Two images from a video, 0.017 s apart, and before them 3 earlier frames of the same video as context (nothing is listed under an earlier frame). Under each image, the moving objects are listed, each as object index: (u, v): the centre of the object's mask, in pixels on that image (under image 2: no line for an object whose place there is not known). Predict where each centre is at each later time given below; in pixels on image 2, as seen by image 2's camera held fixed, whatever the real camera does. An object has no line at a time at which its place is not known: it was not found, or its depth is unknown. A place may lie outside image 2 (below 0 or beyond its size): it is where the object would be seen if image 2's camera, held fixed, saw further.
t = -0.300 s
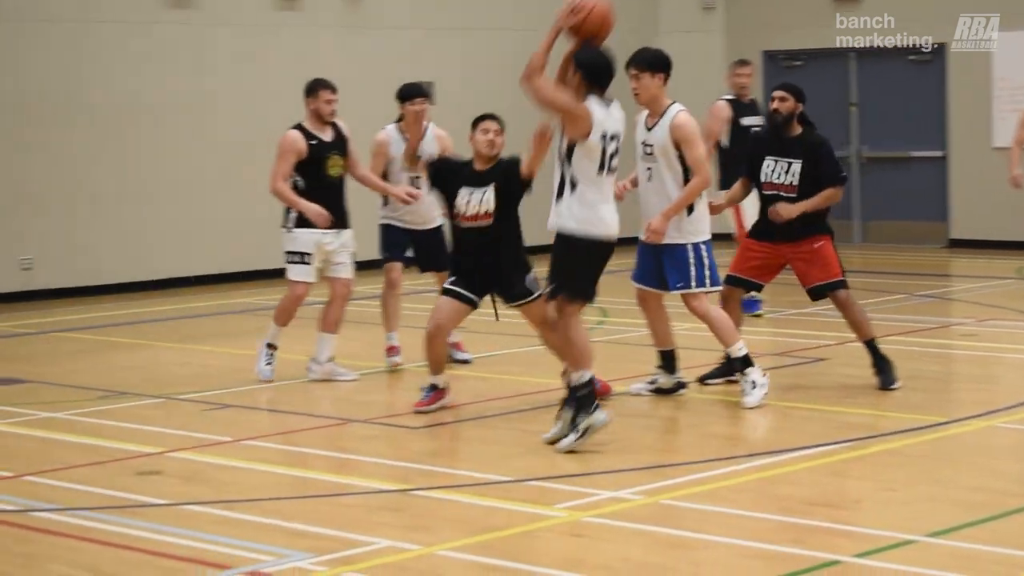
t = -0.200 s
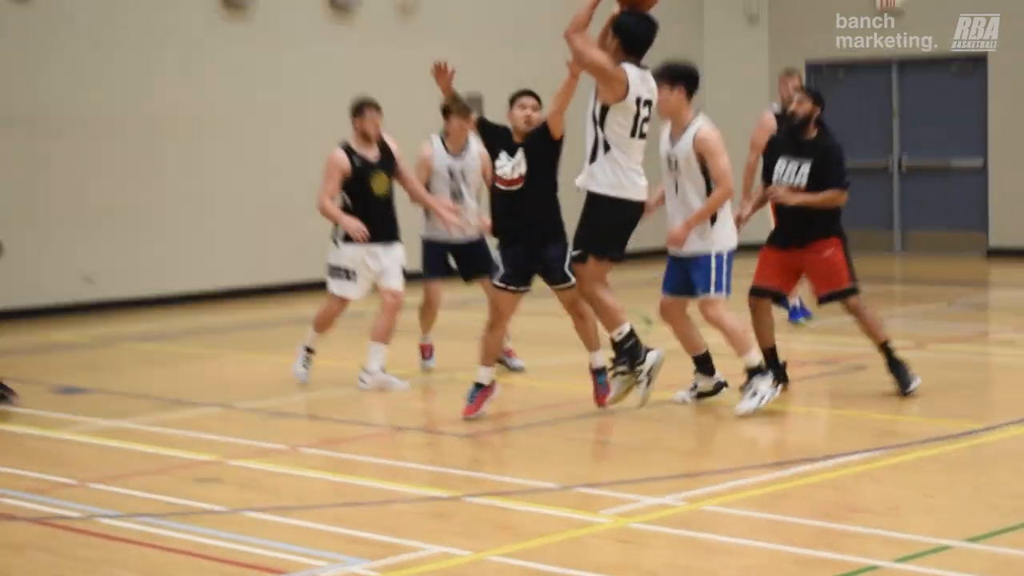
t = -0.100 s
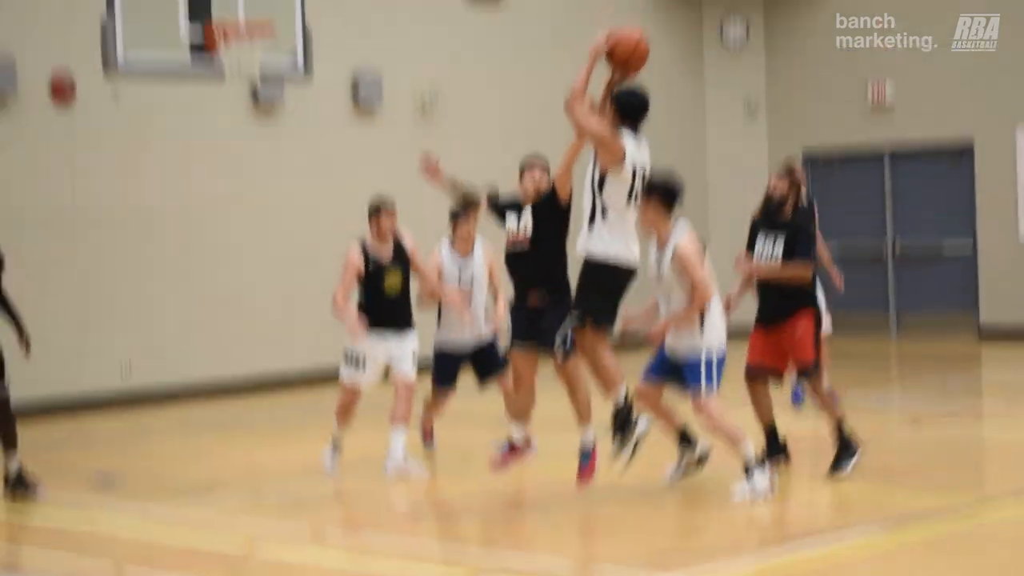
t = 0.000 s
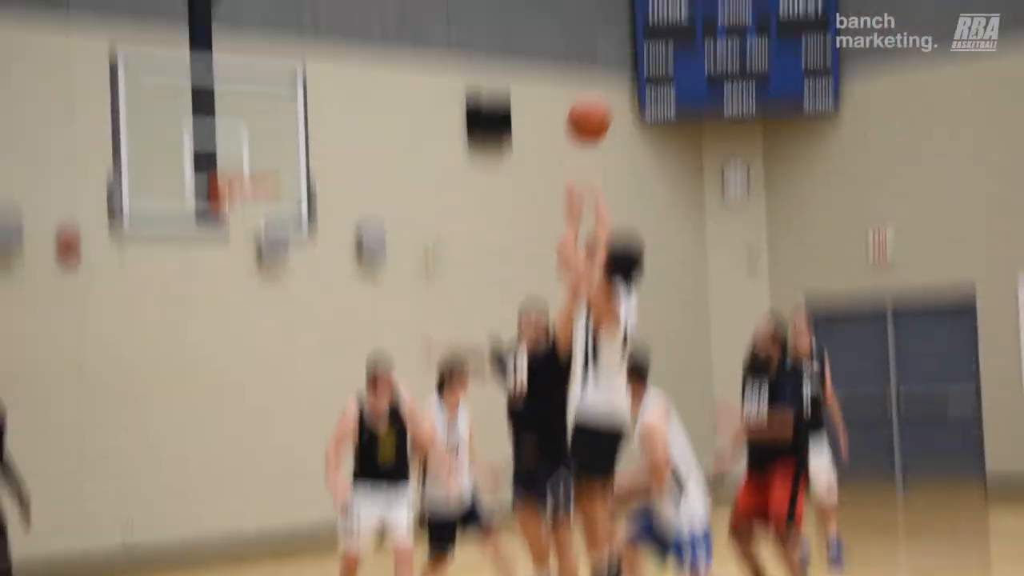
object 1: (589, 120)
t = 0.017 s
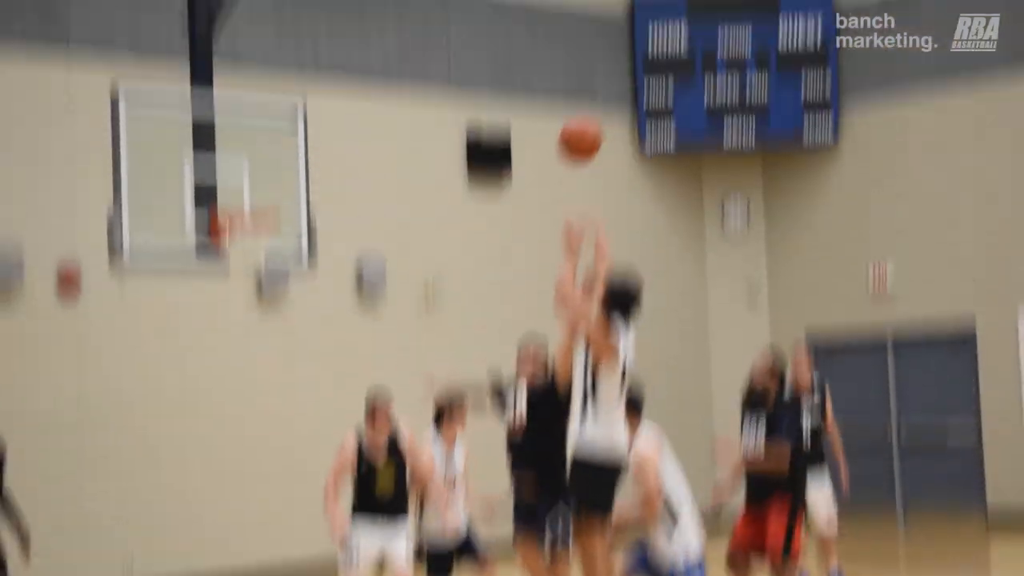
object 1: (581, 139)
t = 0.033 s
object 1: (574, 126)
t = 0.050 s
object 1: (567, 113)
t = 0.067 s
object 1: (558, 99)
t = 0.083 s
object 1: (550, 87)
